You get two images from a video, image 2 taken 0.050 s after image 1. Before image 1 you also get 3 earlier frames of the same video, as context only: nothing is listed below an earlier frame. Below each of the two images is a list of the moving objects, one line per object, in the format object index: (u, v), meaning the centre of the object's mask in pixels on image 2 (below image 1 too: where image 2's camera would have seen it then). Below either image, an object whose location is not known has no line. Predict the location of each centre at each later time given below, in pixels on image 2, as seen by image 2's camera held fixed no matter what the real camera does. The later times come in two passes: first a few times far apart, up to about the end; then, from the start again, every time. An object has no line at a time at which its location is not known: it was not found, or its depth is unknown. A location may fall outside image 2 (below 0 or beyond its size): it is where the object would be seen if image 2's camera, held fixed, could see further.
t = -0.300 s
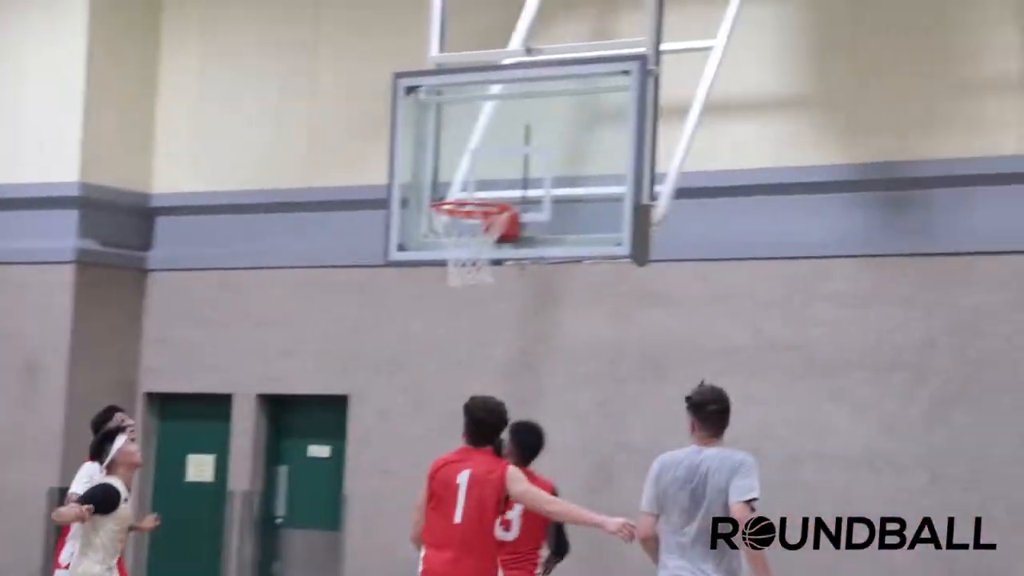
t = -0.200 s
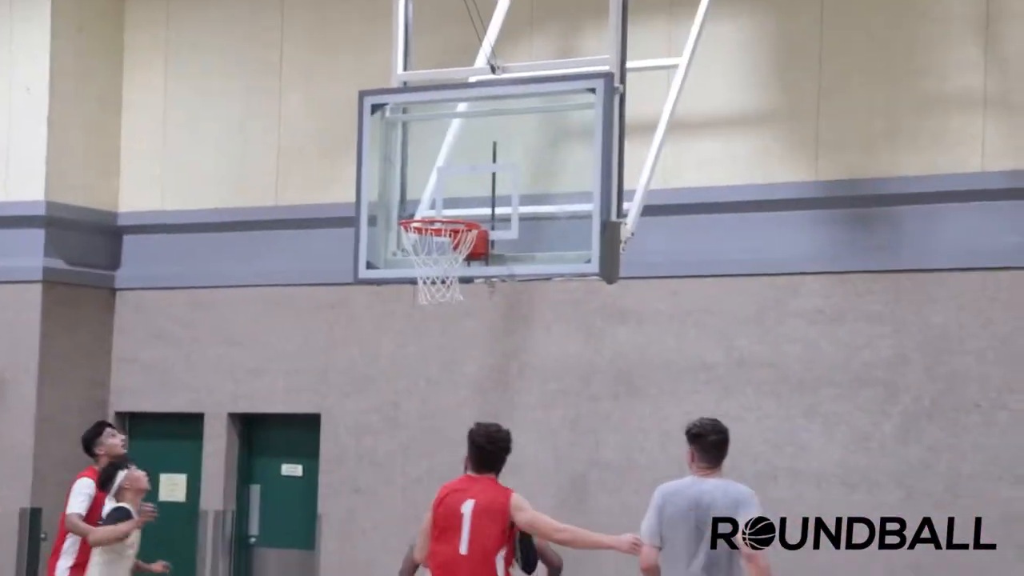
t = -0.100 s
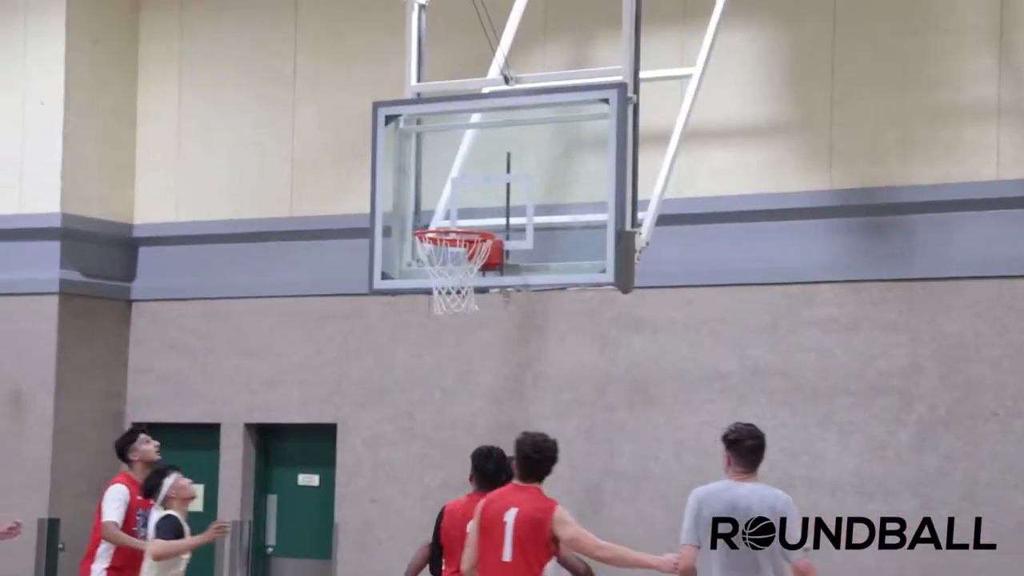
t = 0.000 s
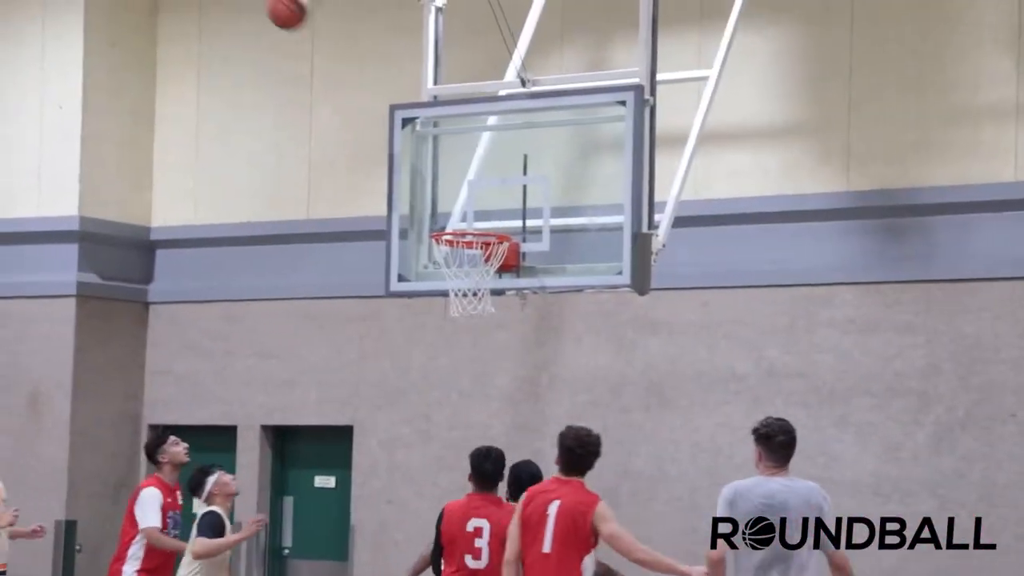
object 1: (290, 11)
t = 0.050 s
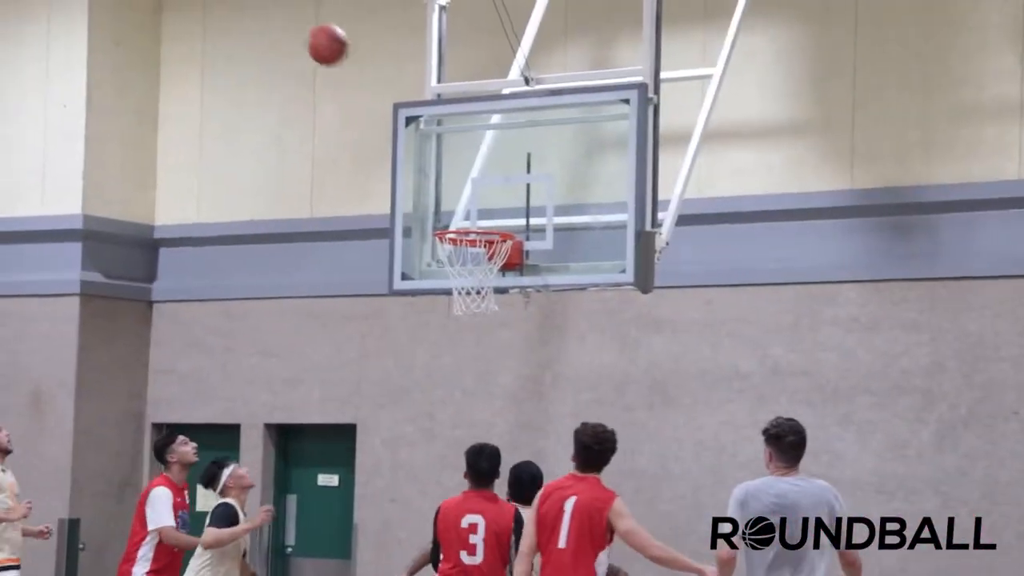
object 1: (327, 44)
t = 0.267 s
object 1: (475, 248)
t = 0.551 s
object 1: (559, 378)
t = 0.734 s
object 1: (607, 519)
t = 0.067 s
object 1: (339, 57)
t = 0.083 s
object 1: (351, 71)
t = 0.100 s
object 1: (363, 85)
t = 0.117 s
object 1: (374, 99)
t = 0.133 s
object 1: (386, 114)
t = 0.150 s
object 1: (396, 130)
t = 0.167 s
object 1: (408, 145)
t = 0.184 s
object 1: (419, 161)
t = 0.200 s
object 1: (430, 177)
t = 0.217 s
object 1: (441, 195)
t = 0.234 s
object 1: (451, 211)
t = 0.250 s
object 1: (463, 227)
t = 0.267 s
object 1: (475, 248)
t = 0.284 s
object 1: (482, 262)
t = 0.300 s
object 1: (492, 273)
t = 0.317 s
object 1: (497, 279)
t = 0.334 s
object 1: (502, 284)
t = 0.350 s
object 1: (507, 287)
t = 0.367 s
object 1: (511, 293)
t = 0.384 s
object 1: (516, 298)
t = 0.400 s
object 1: (520, 304)
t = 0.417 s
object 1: (525, 310)
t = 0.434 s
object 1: (529, 317)
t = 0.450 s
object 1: (533, 325)
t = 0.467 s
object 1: (537, 333)
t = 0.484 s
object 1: (542, 341)
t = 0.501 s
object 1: (546, 349)
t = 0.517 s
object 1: (550, 358)
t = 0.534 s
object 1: (555, 368)
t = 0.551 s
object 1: (559, 378)
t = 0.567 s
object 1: (564, 388)
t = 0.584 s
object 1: (568, 399)
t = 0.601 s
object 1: (572, 410)
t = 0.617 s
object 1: (576, 422)
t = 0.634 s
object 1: (581, 435)
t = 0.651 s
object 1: (585, 447)
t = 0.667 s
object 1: (590, 461)
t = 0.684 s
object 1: (594, 474)
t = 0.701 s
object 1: (599, 489)
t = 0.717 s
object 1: (603, 504)
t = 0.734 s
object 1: (607, 519)
